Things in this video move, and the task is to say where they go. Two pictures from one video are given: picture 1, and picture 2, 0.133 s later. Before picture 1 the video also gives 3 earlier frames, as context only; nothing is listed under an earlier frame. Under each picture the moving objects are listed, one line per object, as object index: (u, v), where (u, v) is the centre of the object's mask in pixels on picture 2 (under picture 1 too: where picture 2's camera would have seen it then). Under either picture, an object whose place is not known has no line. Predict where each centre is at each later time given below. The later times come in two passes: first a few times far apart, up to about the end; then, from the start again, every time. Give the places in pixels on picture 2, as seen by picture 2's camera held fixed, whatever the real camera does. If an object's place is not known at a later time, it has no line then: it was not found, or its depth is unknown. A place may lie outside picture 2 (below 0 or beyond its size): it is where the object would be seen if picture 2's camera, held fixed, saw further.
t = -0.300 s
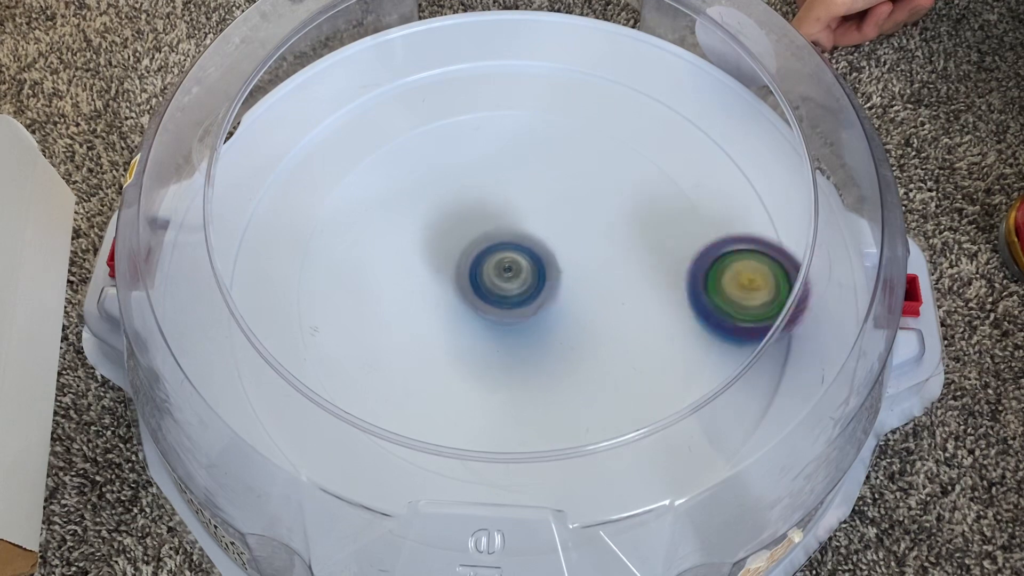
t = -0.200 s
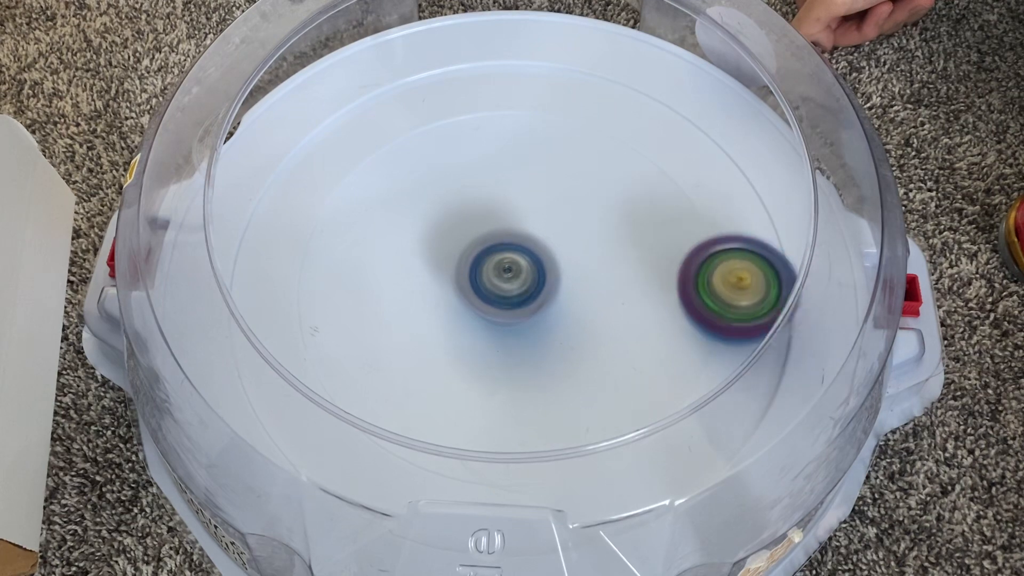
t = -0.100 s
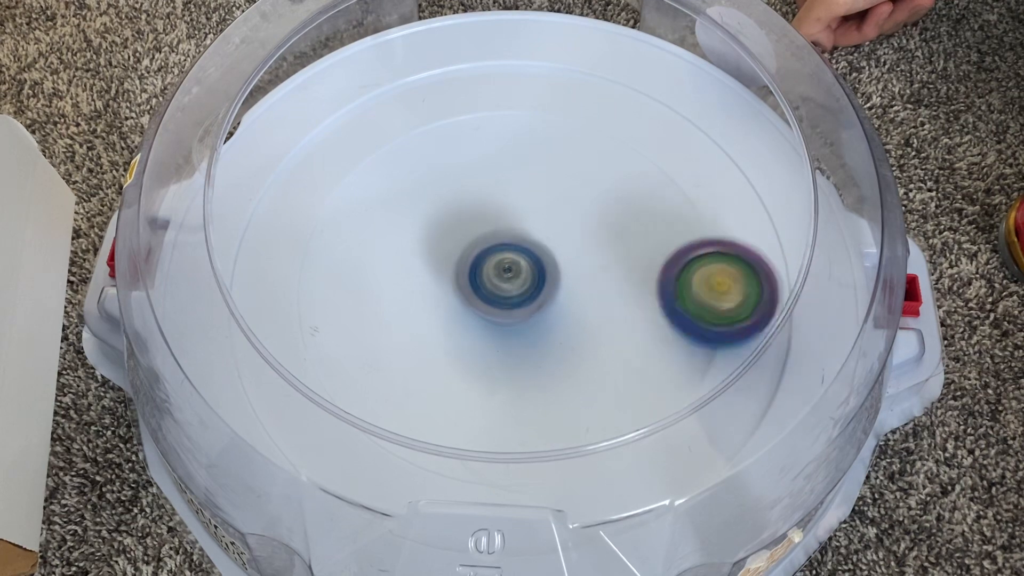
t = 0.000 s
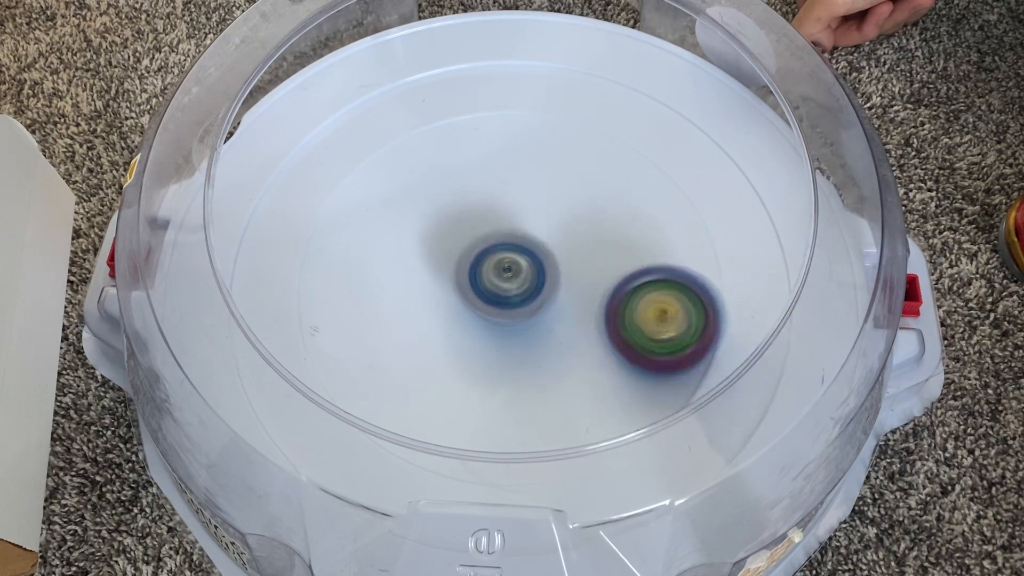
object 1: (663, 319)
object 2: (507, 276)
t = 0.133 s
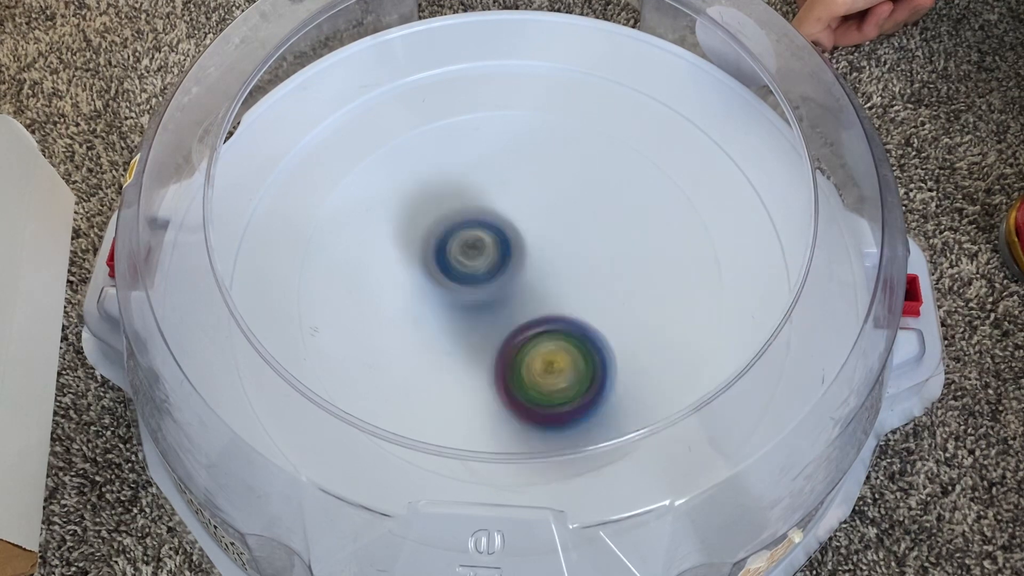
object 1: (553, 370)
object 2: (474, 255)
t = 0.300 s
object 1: (418, 337)
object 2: (464, 200)
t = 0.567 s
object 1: (392, 332)
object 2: (524, 42)
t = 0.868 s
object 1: (626, 185)
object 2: (516, 52)
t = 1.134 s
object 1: (761, 318)
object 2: (478, 60)
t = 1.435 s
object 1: (767, 362)
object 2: (455, 94)
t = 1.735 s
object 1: (756, 363)
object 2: (524, 226)
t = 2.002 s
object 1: (725, 349)
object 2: (546, 313)
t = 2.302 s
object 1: (760, 384)
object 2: (368, 259)
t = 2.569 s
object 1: (824, 350)
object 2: (262, 170)
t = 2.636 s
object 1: (829, 335)
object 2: (266, 163)
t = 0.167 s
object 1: (524, 373)
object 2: (462, 245)
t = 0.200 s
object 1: (493, 369)
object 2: (455, 237)
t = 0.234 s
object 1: (464, 356)
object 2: (455, 233)
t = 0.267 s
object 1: (437, 335)
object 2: (457, 230)
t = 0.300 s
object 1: (418, 337)
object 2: (464, 200)
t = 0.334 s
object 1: (400, 354)
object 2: (473, 157)
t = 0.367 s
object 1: (386, 368)
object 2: (483, 122)
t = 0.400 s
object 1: (381, 372)
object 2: (495, 94)
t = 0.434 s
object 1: (380, 372)
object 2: (505, 73)
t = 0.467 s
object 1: (381, 370)
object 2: (513, 61)
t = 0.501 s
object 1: (384, 363)
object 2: (519, 52)
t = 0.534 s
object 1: (388, 349)
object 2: (521, 46)
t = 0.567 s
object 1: (392, 332)
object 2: (524, 42)
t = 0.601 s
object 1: (400, 311)
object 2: (527, 43)
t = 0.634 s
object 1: (412, 287)
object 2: (529, 46)
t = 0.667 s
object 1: (428, 261)
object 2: (532, 50)
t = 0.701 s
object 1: (452, 239)
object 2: (533, 52)
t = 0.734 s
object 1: (484, 218)
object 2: (531, 54)
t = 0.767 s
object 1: (520, 199)
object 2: (528, 53)
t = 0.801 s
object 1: (554, 189)
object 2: (525, 54)
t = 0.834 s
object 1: (590, 185)
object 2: (521, 53)
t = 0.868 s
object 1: (626, 185)
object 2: (516, 52)
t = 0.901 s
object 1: (656, 191)
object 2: (511, 52)
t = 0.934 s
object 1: (682, 203)
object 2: (506, 52)
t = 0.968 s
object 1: (705, 220)
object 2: (502, 53)
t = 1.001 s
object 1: (722, 242)
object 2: (497, 53)
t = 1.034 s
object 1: (733, 266)
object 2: (492, 54)
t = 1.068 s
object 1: (739, 286)
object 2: (487, 56)
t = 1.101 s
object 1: (752, 305)
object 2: (483, 57)
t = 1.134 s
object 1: (761, 318)
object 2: (478, 60)
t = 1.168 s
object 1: (767, 328)
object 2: (474, 63)
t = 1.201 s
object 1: (771, 337)
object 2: (470, 66)
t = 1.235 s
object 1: (776, 344)
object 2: (467, 69)
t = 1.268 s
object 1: (776, 349)
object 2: (464, 72)
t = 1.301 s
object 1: (770, 353)
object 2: (461, 76)
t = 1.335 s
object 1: (767, 356)
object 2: (459, 80)
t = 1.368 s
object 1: (766, 359)
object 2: (457, 84)
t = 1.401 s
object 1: (767, 361)
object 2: (455, 89)
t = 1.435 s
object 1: (767, 362)
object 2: (455, 94)
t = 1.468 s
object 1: (765, 363)
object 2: (458, 104)
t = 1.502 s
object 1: (764, 364)
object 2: (464, 114)
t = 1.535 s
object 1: (764, 365)
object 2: (471, 126)
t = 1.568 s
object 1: (764, 365)
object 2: (478, 140)
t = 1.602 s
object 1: (763, 365)
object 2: (486, 154)
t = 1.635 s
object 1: (761, 364)
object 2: (495, 171)
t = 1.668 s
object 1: (759, 364)
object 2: (506, 188)
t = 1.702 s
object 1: (757, 364)
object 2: (514, 207)
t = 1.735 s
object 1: (756, 363)
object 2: (524, 226)
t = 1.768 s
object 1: (754, 362)
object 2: (532, 246)
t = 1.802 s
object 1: (748, 358)
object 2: (538, 263)
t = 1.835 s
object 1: (746, 358)
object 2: (543, 279)
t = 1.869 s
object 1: (742, 357)
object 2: (545, 290)
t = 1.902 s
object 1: (739, 355)
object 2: (546, 298)
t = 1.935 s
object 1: (735, 353)
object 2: (546, 304)
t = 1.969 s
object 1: (730, 351)
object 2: (546, 309)
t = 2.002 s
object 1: (725, 349)
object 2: (546, 313)
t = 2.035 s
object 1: (719, 347)
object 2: (545, 316)
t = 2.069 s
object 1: (707, 340)
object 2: (544, 319)
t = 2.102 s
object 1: (700, 342)
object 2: (543, 321)
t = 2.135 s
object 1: (688, 346)
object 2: (541, 323)
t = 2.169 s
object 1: (669, 351)
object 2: (541, 324)
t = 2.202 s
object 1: (656, 356)
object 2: (534, 324)
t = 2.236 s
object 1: (688, 356)
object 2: (468, 305)
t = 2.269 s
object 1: (728, 374)
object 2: (414, 283)
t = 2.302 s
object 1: (760, 384)
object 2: (368, 259)
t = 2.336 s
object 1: (787, 392)
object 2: (333, 237)
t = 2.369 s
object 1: (798, 390)
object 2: (306, 213)
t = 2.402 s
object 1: (806, 386)
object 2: (287, 202)
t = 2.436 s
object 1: (812, 379)
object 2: (275, 194)
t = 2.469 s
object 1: (814, 371)
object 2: (264, 182)
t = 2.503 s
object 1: (818, 364)
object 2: (261, 177)
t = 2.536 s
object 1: (821, 357)
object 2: (260, 173)
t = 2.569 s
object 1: (824, 350)
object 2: (262, 170)
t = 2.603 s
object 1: (827, 343)
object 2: (265, 166)
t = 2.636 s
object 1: (829, 335)
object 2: (266, 163)
